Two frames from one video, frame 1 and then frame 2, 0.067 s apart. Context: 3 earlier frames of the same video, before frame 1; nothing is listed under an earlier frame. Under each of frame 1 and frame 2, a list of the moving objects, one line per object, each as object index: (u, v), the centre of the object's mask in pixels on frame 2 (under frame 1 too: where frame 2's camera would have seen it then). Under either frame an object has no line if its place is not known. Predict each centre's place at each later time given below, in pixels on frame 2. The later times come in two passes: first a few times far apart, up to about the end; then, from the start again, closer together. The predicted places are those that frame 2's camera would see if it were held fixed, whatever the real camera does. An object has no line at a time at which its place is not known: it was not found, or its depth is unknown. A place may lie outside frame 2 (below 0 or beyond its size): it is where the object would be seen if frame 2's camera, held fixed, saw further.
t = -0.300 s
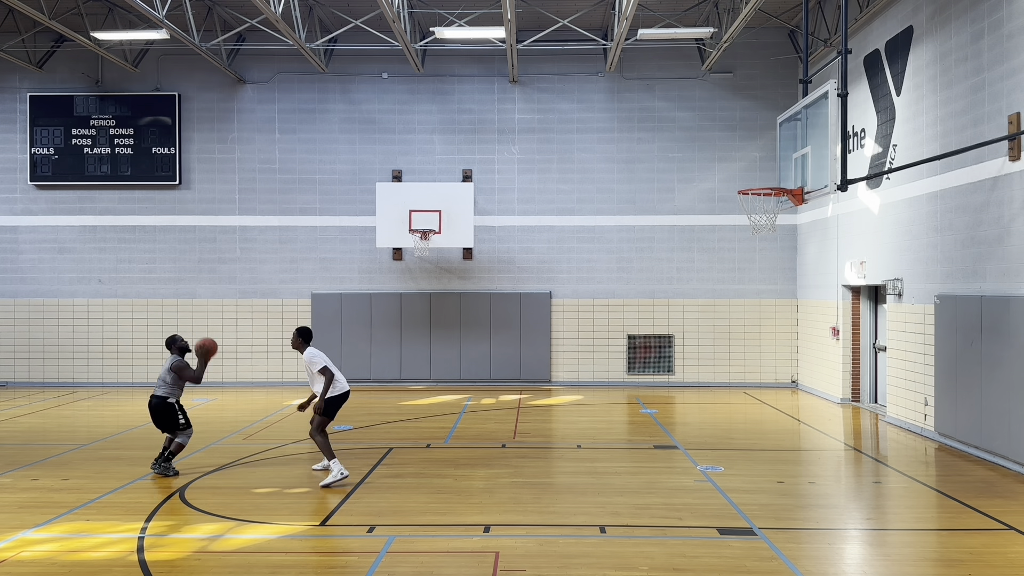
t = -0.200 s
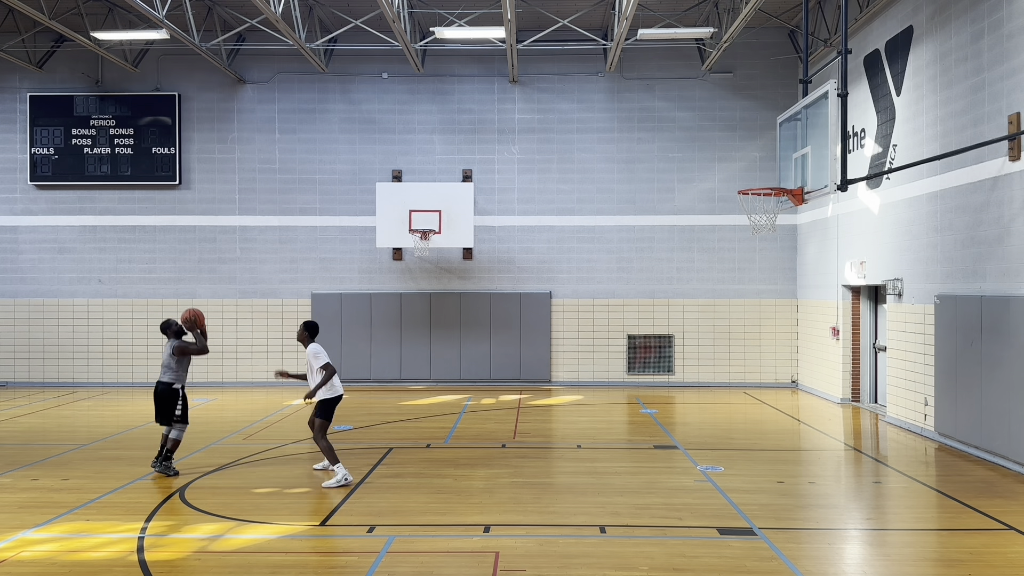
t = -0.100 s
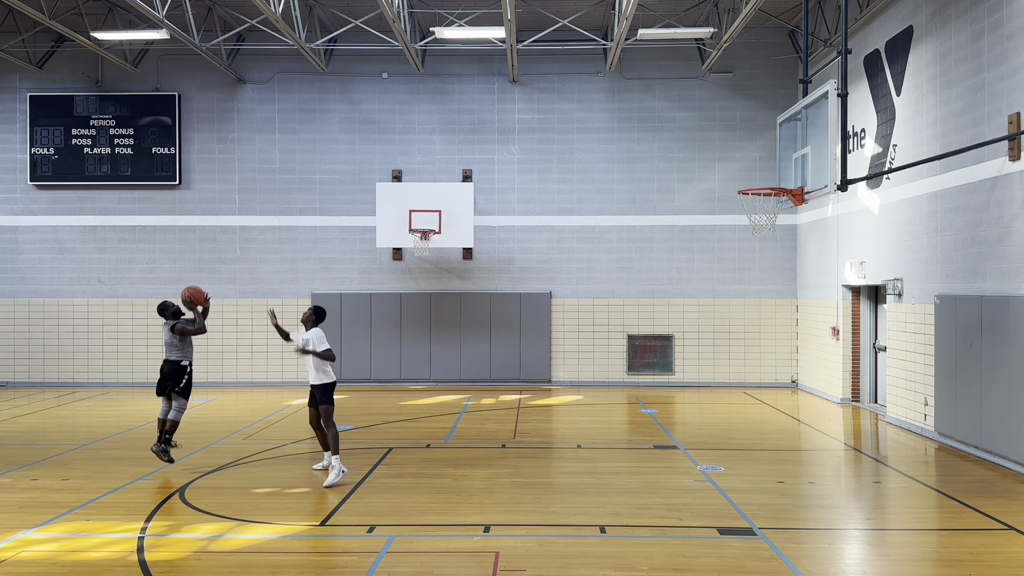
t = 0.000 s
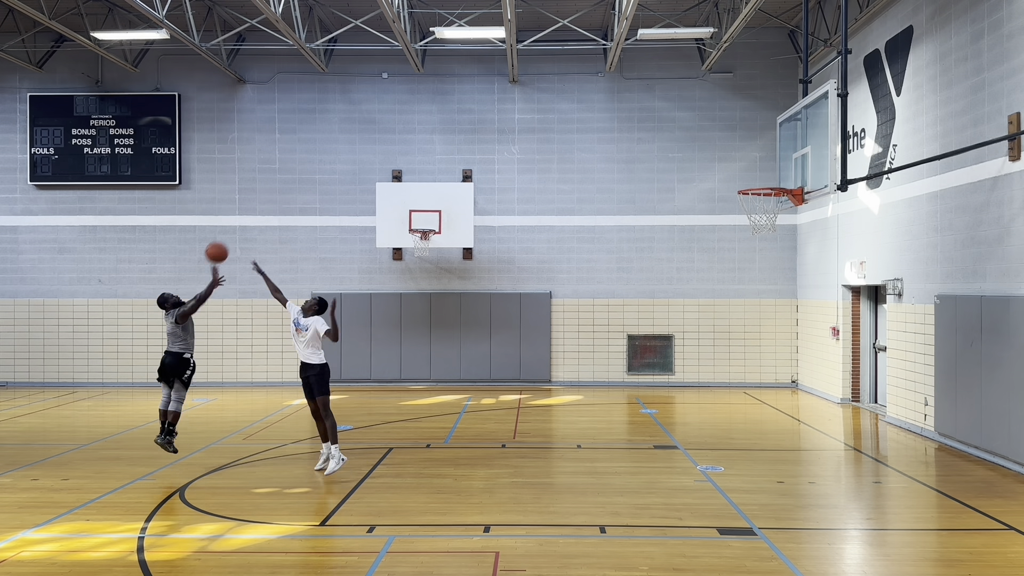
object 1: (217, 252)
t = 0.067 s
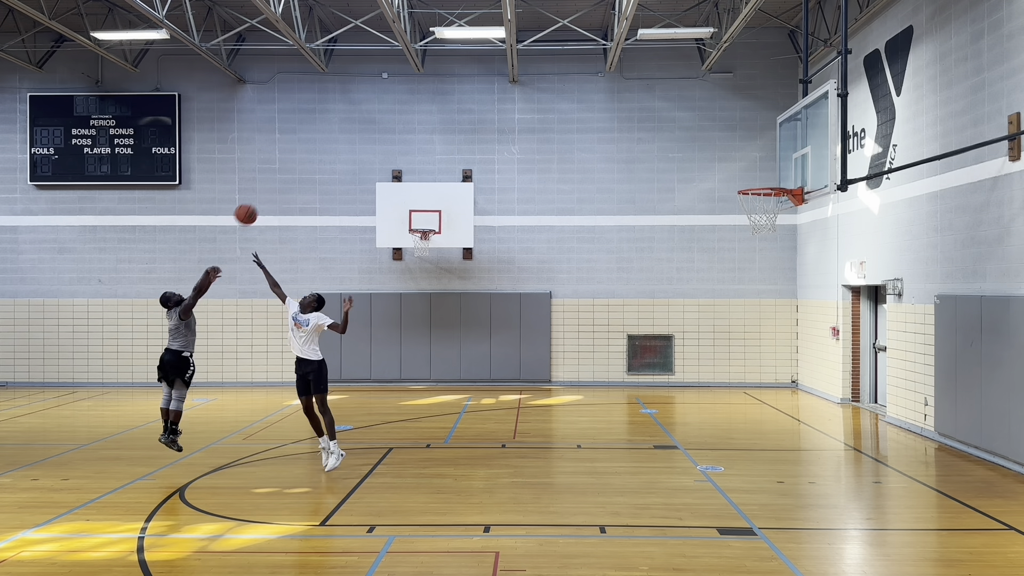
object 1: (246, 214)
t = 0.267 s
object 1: (333, 125)
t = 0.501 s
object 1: (434, 63)
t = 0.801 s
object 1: (565, 56)
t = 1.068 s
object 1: (682, 119)
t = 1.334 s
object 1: (777, 204)
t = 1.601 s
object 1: (759, 267)
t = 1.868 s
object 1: (744, 386)
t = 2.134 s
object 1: (724, 404)
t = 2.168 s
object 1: (721, 392)
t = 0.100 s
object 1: (260, 197)
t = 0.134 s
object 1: (275, 181)
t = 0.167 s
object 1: (290, 165)
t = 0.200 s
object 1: (304, 151)
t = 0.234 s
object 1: (319, 137)
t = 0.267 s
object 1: (333, 125)
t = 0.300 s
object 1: (348, 113)
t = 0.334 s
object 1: (362, 102)
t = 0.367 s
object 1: (377, 92)
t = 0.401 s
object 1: (391, 83)
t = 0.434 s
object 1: (406, 76)
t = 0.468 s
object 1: (420, 69)
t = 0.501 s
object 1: (434, 63)
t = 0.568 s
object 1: (463, 55)
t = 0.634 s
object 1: (493, 50)
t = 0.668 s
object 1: (508, 50)
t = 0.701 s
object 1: (522, 50)
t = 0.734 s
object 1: (537, 51)
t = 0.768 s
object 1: (551, 53)
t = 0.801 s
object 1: (565, 56)
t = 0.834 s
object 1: (579, 61)
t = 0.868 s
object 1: (595, 66)
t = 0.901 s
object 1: (609, 72)
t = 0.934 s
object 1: (623, 80)
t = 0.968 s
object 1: (638, 88)
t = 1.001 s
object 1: (653, 97)
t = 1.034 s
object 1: (668, 108)
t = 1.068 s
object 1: (682, 119)
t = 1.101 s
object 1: (697, 132)
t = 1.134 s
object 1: (712, 145)
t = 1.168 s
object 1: (727, 159)
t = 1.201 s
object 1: (741, 175)
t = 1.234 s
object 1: (754, 182)
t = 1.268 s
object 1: (764, 191)
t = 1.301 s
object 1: (775, 200)
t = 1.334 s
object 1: (777, 204)
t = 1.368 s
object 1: (775, 211)
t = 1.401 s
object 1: (773, 217)
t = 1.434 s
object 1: (771, 222)
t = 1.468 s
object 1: (768, 229)
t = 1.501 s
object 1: (766, 239)
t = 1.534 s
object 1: (763, 246)
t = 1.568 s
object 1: (761, 256)
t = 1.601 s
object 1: (759, 267)
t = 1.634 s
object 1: (757, 279)
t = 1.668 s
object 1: (755, 291)
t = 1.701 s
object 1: (753, 305)
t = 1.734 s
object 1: (751, 320)
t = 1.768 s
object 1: (749, 335)
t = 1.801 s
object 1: (747, 351)
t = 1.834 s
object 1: (745, 368)
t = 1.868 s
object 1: (744, 386)
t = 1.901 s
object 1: (742, 405)
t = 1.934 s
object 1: (740, 425)
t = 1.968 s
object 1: (739, 446)
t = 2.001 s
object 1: (738, 464)
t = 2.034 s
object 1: (734, 447)
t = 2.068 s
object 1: (731, 432)
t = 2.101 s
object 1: (728, 418)
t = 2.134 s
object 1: (724, 404)
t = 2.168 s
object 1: (721, 392)
